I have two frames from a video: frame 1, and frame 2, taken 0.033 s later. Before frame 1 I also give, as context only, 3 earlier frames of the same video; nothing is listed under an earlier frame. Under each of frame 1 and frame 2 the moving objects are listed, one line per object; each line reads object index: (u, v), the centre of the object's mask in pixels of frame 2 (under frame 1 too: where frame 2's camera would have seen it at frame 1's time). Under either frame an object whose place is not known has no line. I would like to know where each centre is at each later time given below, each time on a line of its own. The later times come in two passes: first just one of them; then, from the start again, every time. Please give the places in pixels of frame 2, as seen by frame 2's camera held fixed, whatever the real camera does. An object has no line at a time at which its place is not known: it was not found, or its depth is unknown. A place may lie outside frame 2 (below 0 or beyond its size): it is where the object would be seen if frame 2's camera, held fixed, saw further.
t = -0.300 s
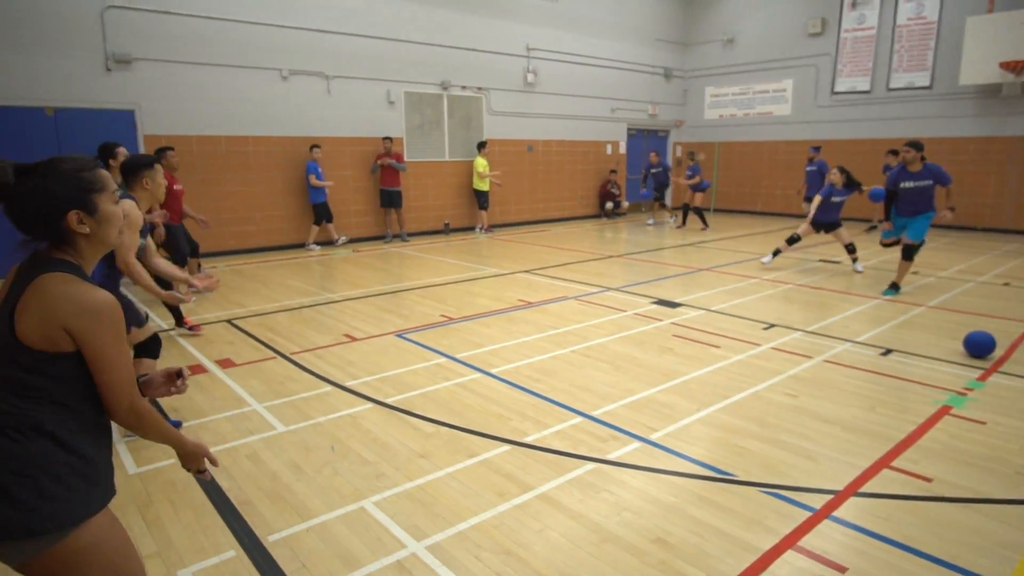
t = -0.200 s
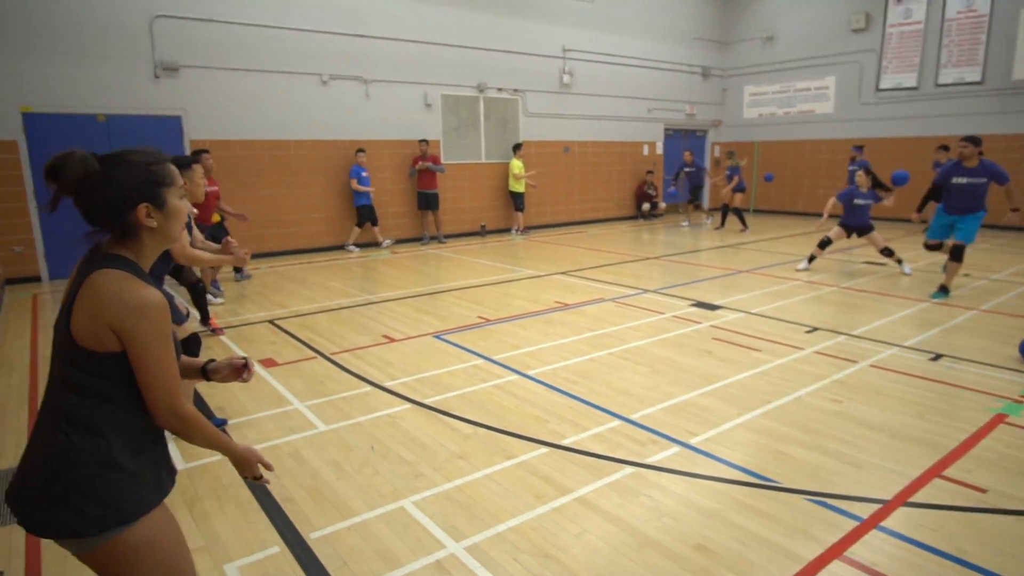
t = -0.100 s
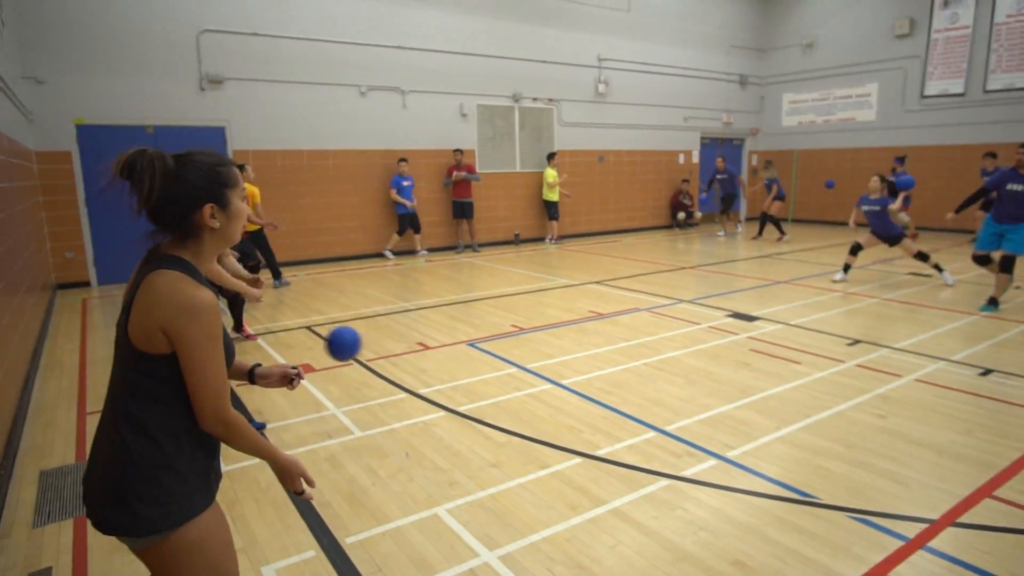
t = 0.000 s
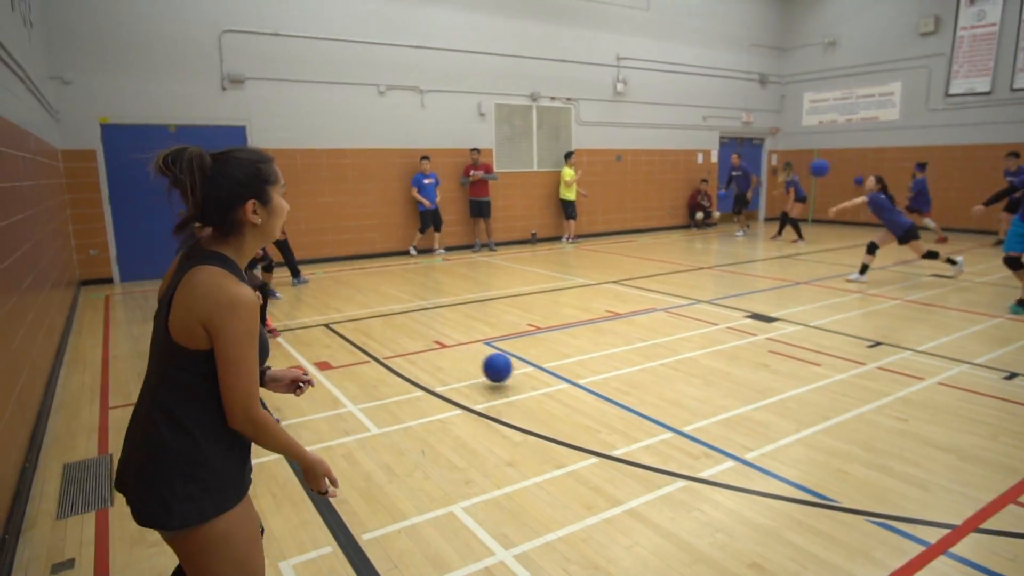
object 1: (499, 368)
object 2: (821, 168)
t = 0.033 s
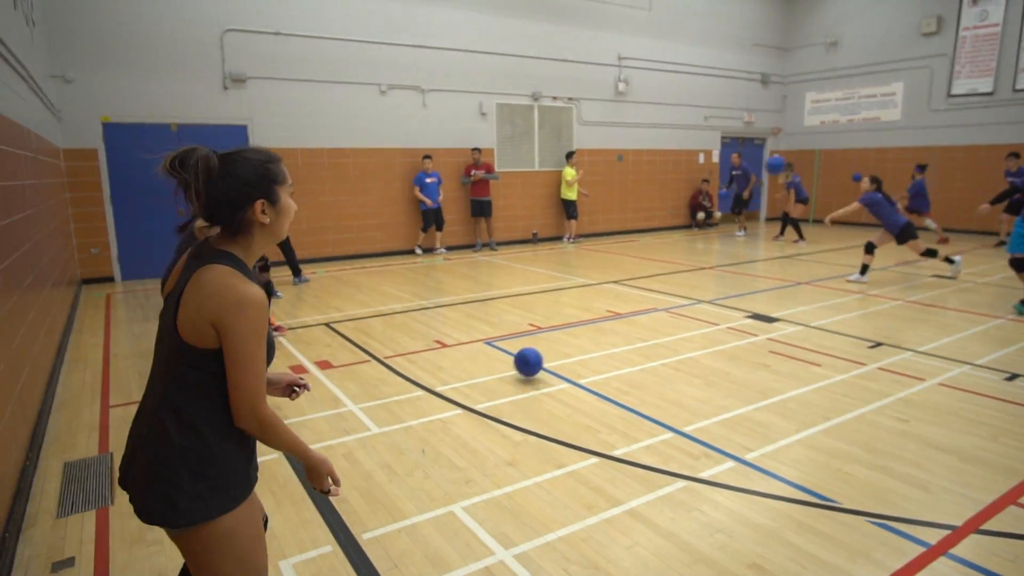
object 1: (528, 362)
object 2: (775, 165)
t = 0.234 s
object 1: (666, 287)
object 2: (485, 166)
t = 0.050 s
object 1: (541, 353)
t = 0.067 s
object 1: (554, 344)
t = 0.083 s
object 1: (566, 336)
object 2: (705, 163)
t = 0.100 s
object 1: (578, 329)
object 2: (682, 162)
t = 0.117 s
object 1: (590, 322)
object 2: (658, 162)
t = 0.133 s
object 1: (602, 315)
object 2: (633, 162)
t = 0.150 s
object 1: (613, 310)
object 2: (609, 162)
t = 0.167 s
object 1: (624, 304)
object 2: (584, 163)
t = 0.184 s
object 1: (635, 299)
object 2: (559, 163)
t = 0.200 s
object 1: (646, 295)
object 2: (535, 164)
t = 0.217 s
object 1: (656, 291)
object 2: (510, 165)
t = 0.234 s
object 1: (666, 287)
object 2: (485, 166)
